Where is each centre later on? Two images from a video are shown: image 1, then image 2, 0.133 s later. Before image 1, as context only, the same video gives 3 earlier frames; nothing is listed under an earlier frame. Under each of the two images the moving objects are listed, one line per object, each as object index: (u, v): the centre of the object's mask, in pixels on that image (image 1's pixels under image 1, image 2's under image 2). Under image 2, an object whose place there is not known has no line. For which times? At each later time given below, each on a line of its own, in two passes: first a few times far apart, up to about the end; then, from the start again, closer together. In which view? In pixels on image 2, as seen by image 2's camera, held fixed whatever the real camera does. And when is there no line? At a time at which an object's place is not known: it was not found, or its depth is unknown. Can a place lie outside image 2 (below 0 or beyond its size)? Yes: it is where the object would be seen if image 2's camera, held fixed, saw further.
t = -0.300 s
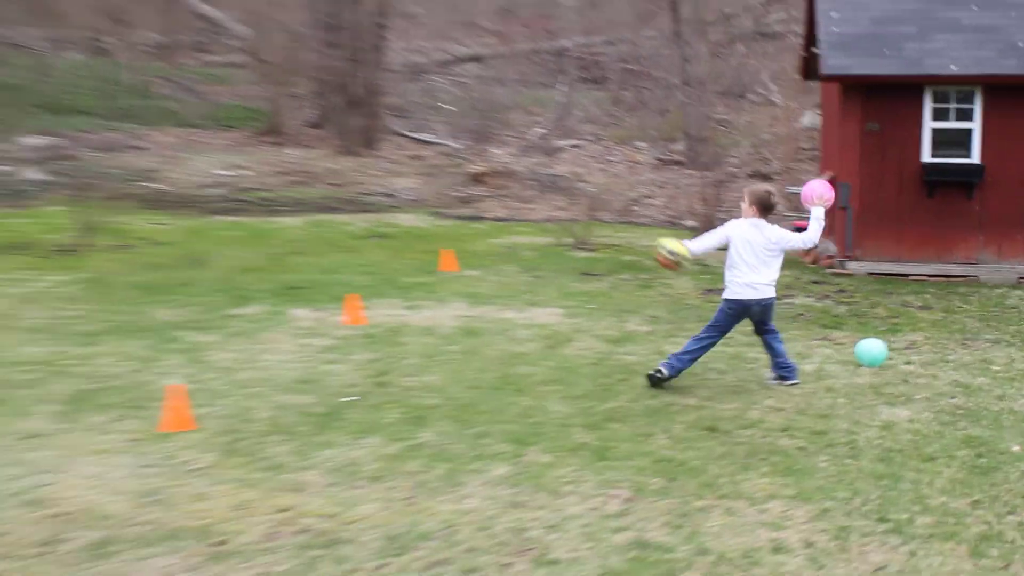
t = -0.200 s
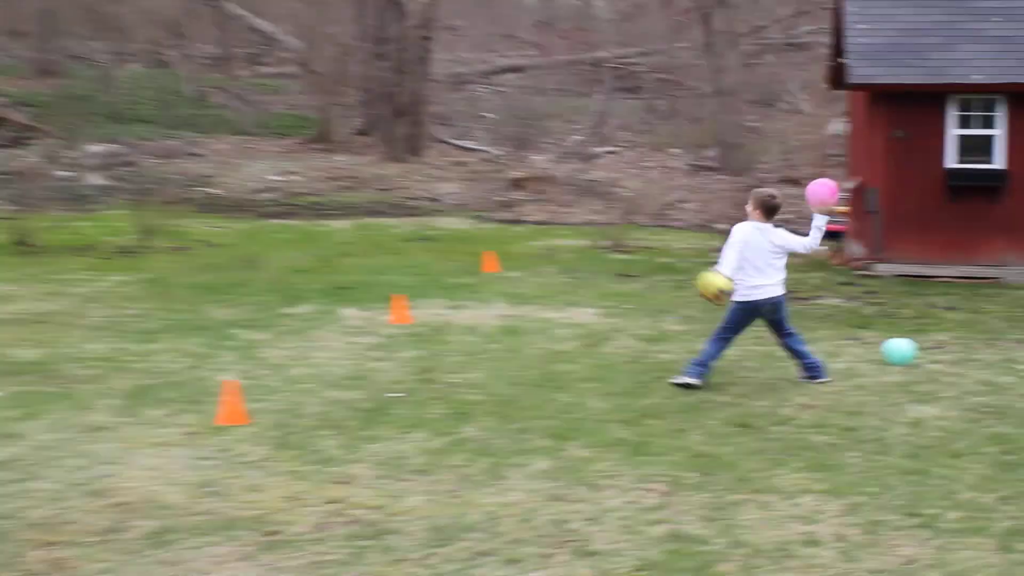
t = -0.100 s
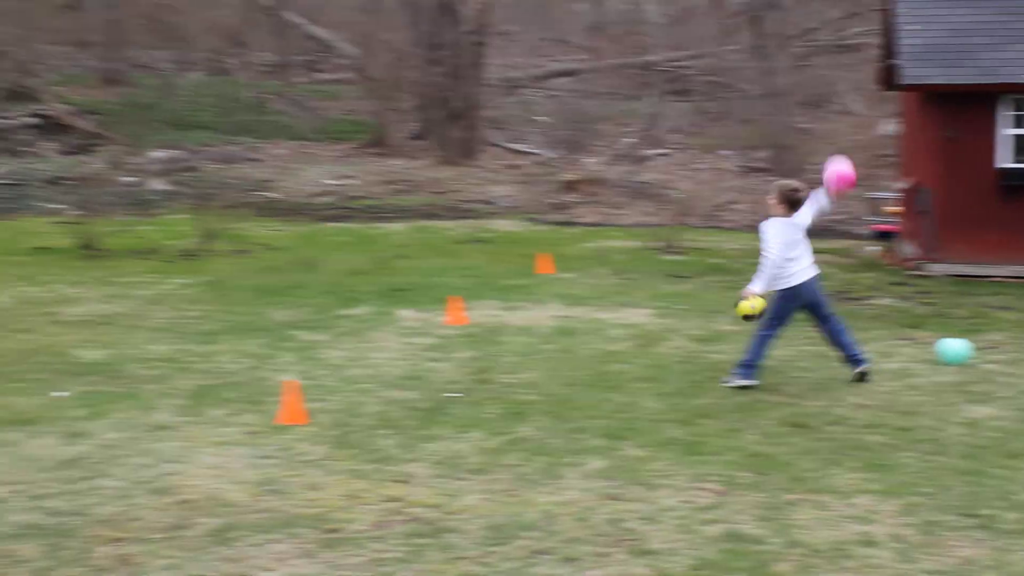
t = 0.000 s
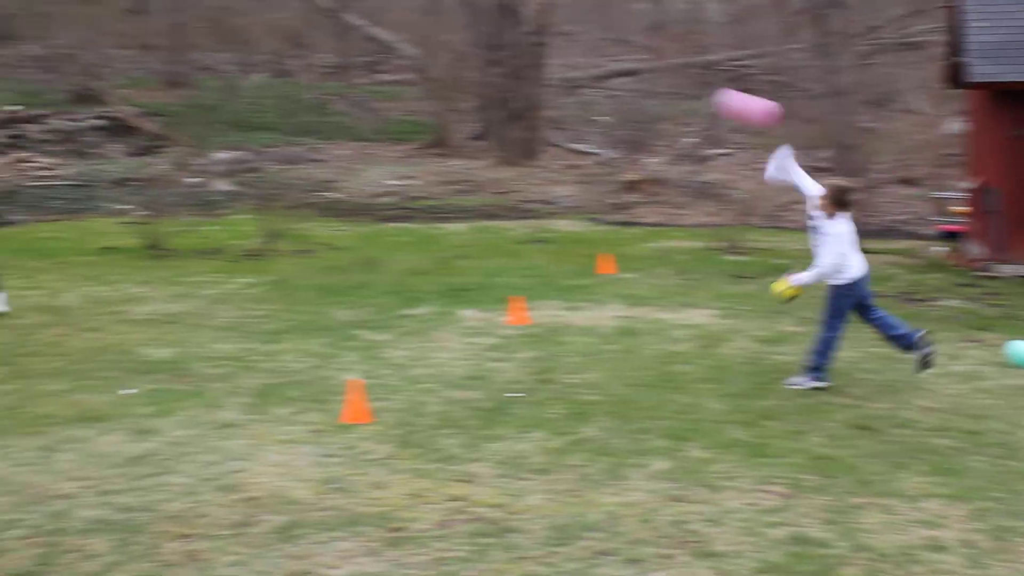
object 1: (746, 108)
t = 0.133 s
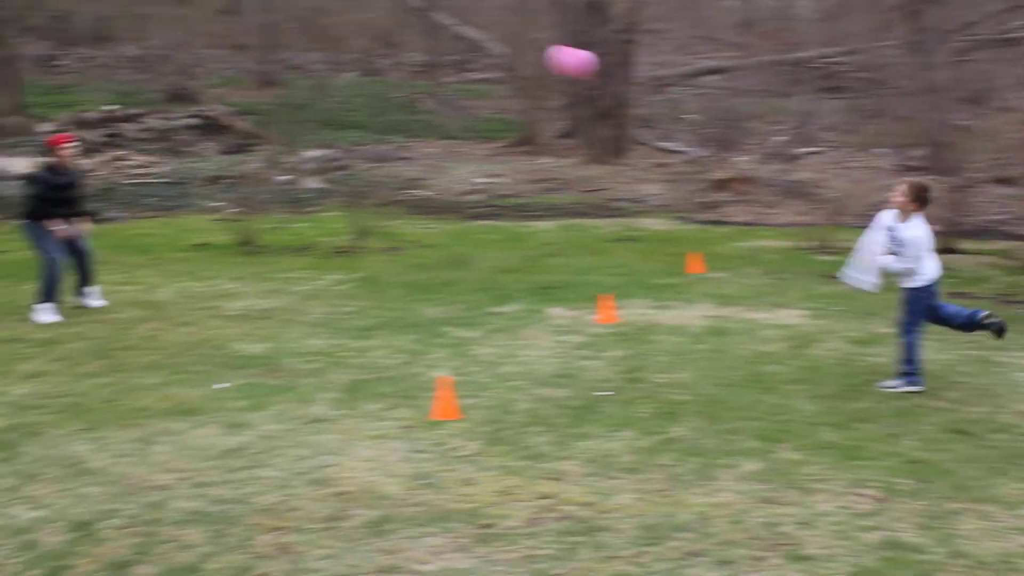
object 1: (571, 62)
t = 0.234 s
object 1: (430, 57)
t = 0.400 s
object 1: (245, 86)
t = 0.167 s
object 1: (520, 57)
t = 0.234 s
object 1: (430, 57)
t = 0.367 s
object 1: (278, 77)
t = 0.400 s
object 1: (245, 86)
